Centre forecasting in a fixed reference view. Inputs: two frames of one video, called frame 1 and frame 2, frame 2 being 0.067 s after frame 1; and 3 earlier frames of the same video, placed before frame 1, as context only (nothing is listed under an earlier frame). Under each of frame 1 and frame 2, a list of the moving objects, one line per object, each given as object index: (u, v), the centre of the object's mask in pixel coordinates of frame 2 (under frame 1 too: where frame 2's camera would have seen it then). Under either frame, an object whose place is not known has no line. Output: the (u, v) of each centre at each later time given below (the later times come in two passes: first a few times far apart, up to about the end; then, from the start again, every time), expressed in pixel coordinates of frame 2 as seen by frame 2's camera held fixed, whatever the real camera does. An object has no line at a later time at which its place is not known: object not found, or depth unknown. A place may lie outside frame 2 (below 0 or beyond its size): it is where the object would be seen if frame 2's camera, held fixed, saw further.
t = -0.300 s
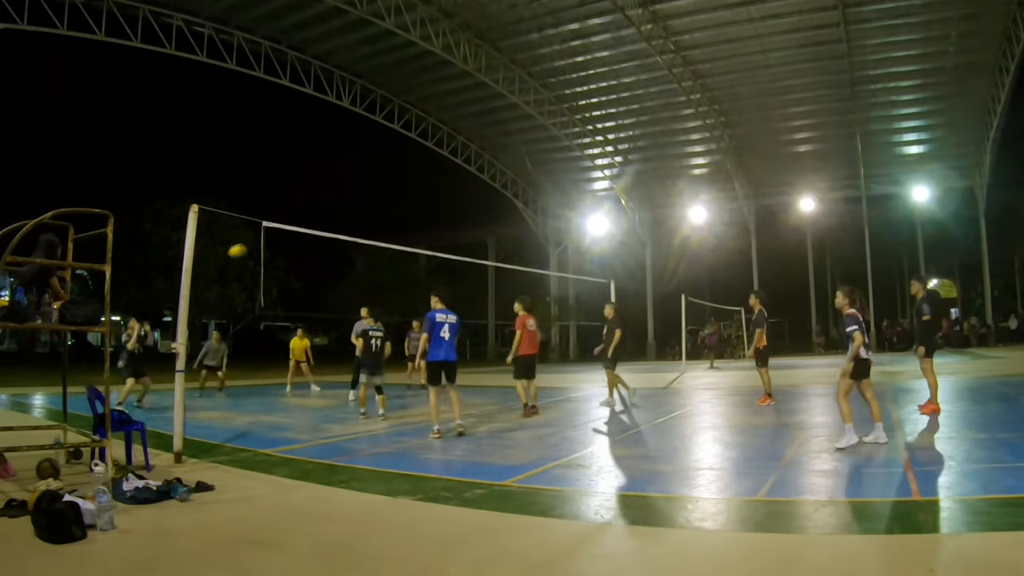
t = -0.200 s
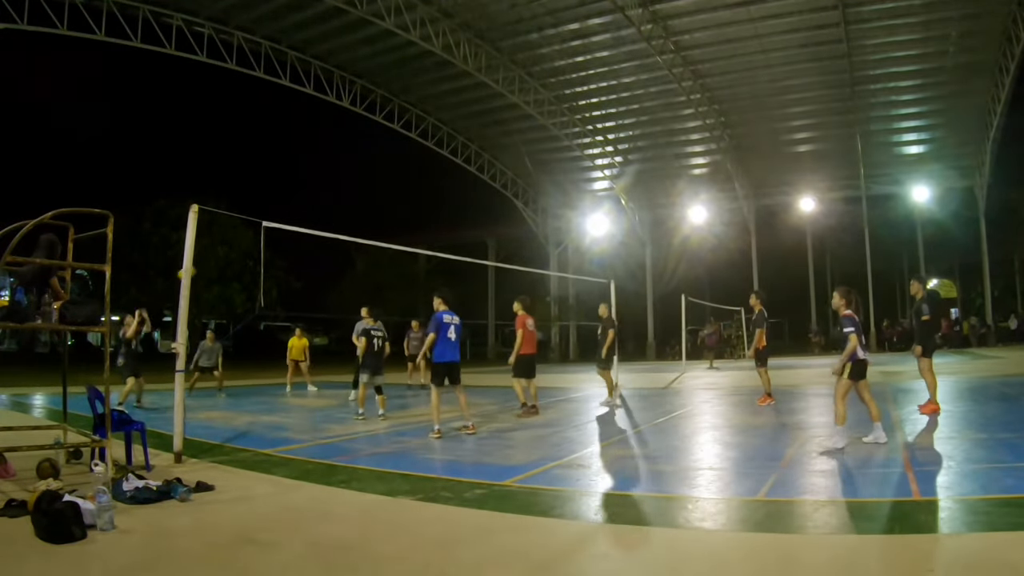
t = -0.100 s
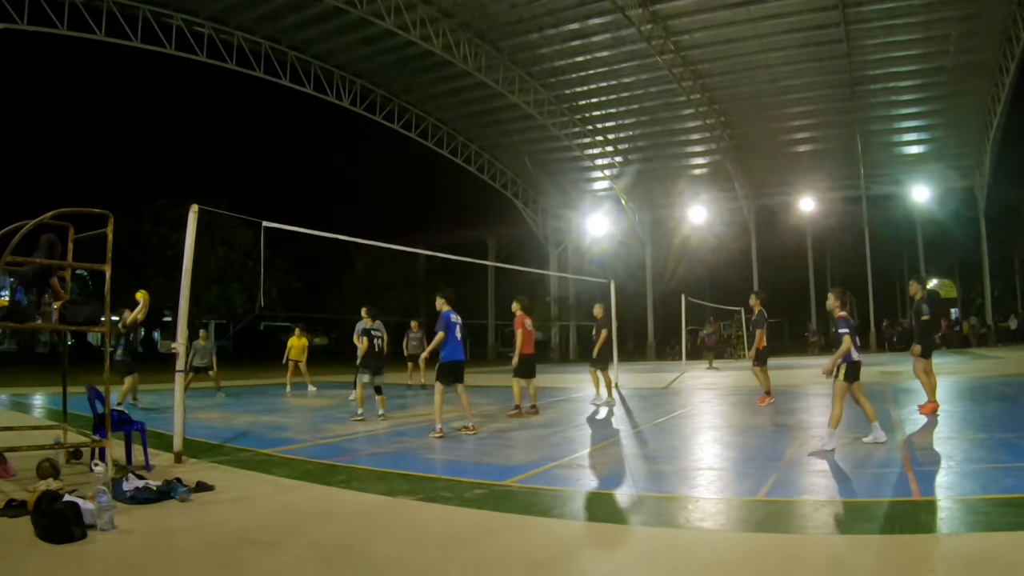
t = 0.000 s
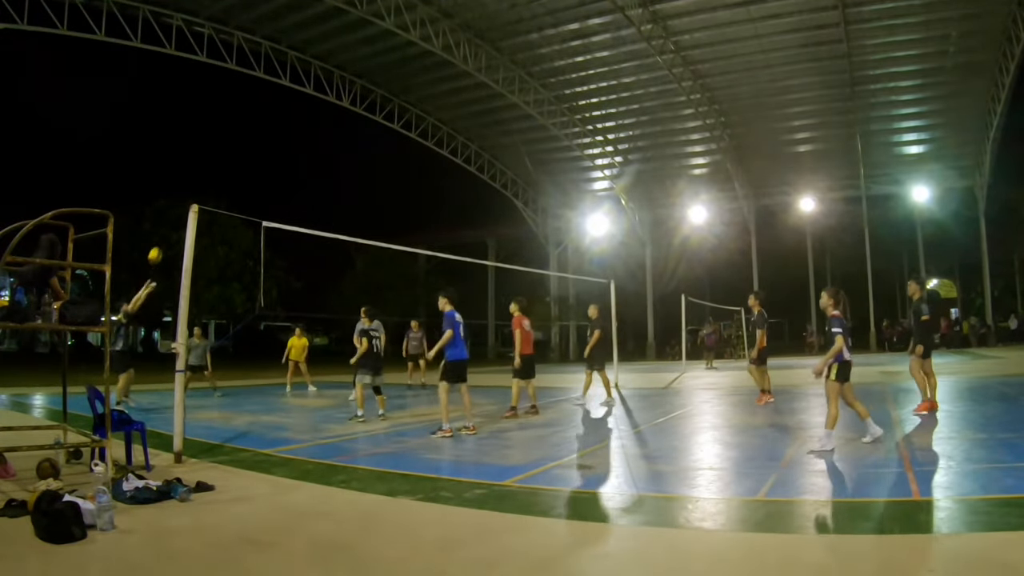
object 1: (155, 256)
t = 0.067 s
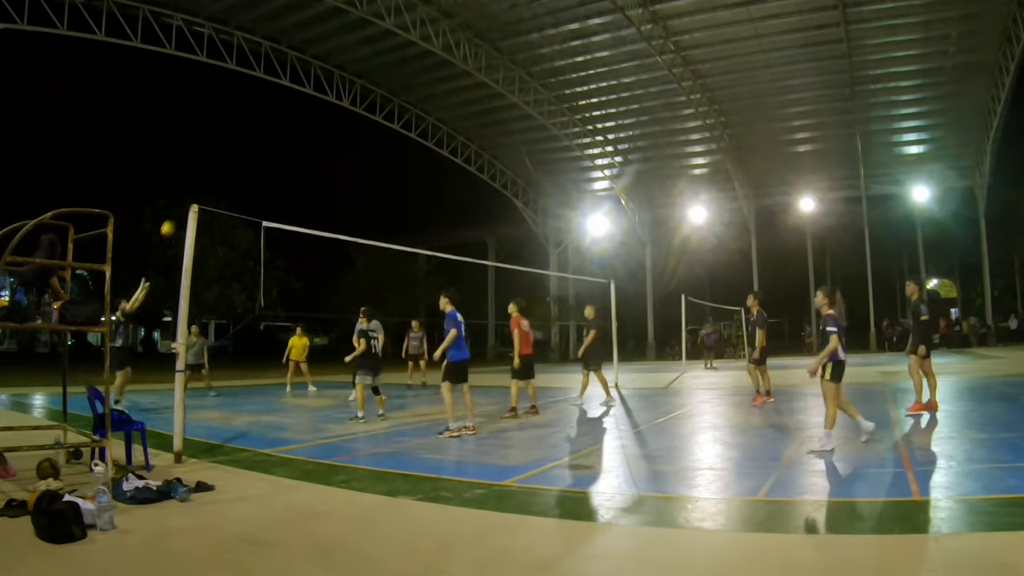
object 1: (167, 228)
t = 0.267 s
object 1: (204, 167)
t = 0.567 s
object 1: (255, 122)
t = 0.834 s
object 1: (297, 126)
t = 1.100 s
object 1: (338, 174)
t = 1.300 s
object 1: (369, 241)
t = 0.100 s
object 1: (173, 216)
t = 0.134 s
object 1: (180, 205)
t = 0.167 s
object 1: (186, 195)
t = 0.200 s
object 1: (192, 185)
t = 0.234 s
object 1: (198, 176)
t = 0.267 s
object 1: (204, 167)
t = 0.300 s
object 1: (210, 160)
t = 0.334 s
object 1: (216, 152)
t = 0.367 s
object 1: (222, 146)
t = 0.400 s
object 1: (227, 140)
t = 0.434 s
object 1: (233, 135)
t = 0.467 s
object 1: (239, 131)
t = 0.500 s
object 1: (244, 127)
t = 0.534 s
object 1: (250, 124)
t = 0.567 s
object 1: (255, 122)
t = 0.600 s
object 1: (260, 120)
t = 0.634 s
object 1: (266, 119)
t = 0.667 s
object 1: (271, 118)
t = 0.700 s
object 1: (276, 119)
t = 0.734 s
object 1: (282, 120)
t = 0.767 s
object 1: (287, 121)
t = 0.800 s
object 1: (292, 123)
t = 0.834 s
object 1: (297, 126)
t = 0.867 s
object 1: (302, 130)
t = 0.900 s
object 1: (307, 134)
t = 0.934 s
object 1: (312, 139)
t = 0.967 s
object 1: (317, 145)
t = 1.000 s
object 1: (322, 151)
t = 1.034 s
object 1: (327, 158)
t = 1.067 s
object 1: (332, 166)
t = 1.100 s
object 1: (338, 174)
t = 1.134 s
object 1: (343, 184)
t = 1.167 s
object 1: (348, 193)
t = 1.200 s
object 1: (353, 204)
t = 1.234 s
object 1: (358, 216)
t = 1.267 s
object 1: (364, 227)
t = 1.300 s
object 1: (369, 241)
